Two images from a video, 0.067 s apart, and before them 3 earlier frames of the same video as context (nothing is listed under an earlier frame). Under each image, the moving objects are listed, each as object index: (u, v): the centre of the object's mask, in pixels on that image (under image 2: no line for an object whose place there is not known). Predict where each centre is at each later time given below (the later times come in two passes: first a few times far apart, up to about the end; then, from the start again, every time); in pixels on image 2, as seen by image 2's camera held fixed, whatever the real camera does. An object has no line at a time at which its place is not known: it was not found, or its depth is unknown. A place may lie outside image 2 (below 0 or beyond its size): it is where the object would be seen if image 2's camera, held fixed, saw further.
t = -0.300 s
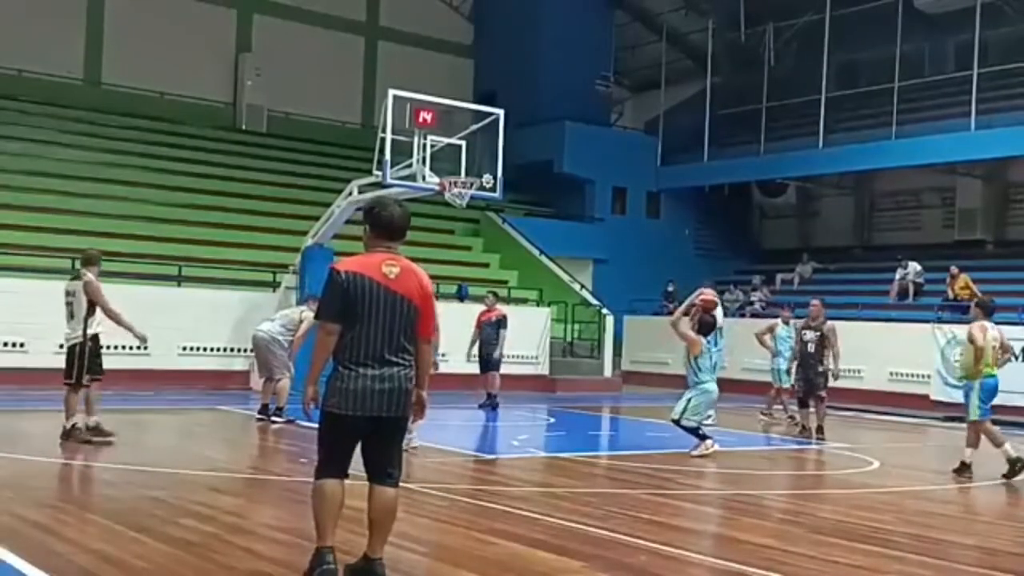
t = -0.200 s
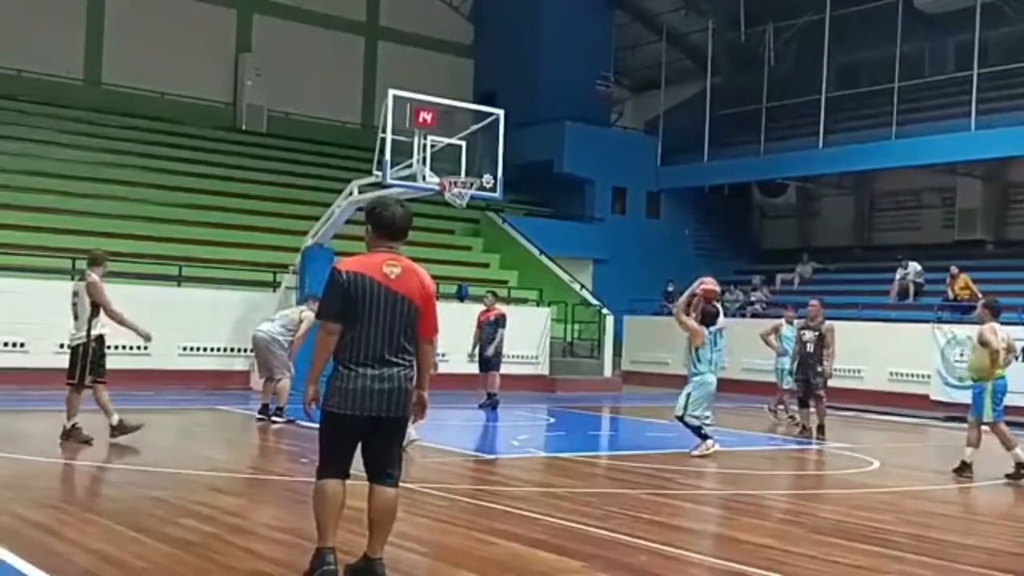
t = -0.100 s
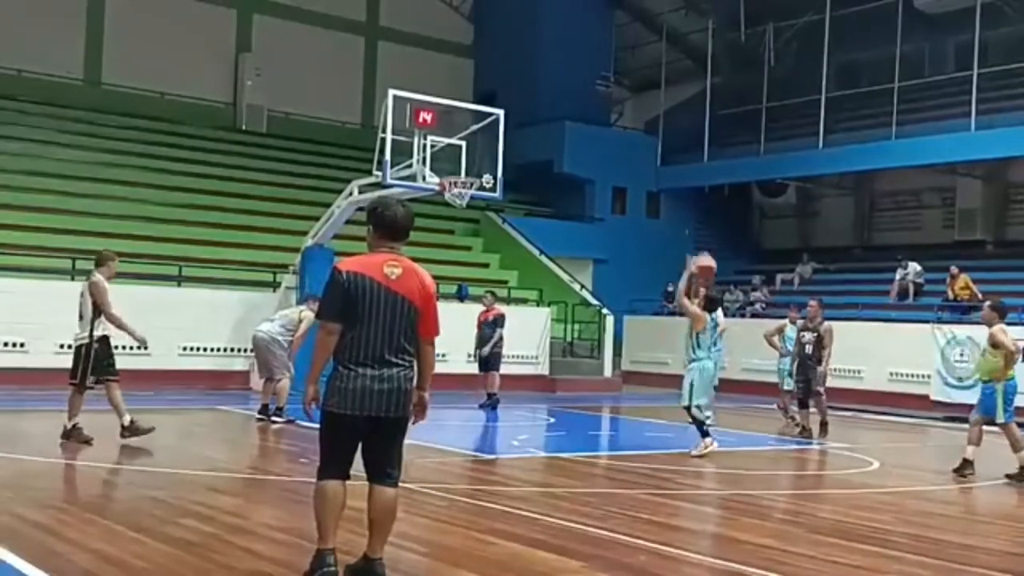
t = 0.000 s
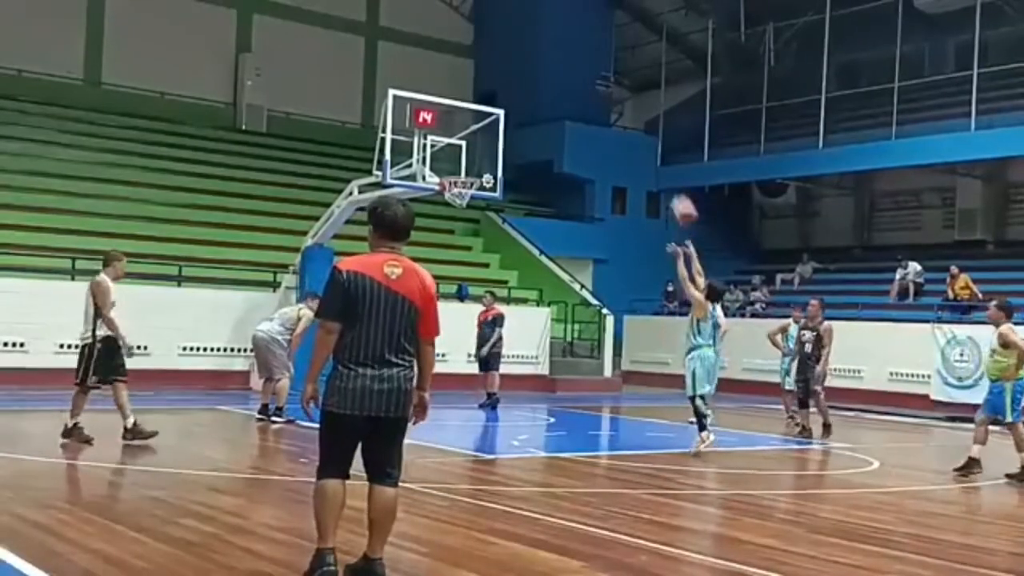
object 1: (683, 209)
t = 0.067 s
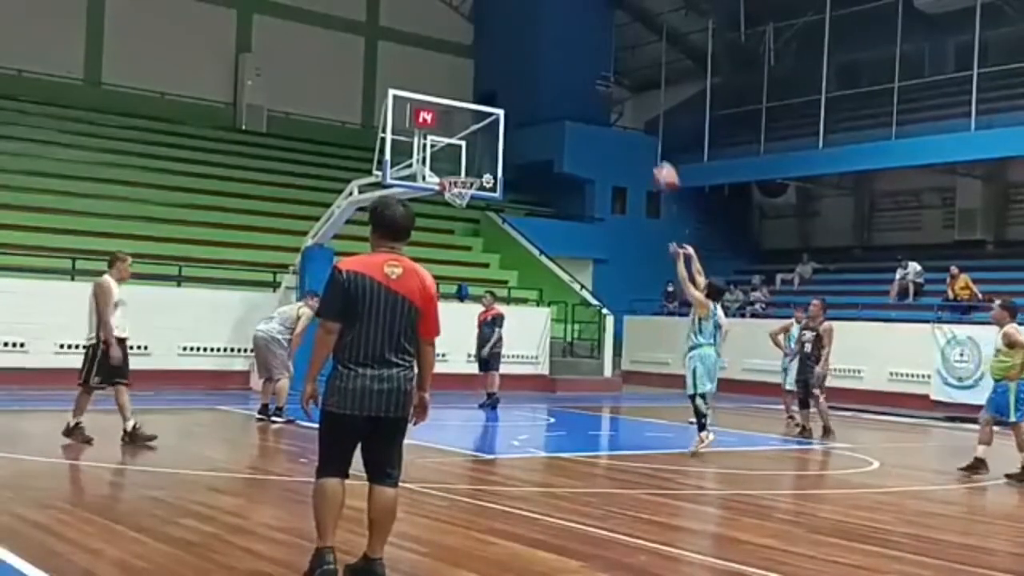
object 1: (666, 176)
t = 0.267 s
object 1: (618, 106)
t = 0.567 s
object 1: (553, 72)
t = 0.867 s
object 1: (496, 114)
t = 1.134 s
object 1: (456, 184)
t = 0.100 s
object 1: (658, 160)
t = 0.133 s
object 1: (650, 146)
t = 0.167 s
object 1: (642, 134)
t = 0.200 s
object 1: (634, 123)
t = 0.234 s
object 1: (625, 115)
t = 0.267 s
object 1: (618, 106)
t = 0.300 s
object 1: (609, 96)
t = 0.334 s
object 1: (602, 90)
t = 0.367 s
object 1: (595, 85)
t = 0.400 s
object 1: (588, 81)
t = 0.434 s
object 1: (582, 77)
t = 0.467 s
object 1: (575, 75)
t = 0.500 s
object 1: (568, 72)
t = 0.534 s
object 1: (560, 71)
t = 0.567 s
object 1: (553, 72)
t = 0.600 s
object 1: (547, 74)
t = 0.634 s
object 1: (540, 76)
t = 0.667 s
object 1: (534, 79)
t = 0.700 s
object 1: (527, 82)
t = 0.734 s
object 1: (521, 87)
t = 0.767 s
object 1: (515, 92)
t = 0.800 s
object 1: (509, 98)
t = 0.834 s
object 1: (502, 105)
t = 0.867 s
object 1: (496, 114)
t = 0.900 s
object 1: (490, 123)
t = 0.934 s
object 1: (484, 132)
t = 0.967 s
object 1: (477, 142)
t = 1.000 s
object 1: (472, 151)
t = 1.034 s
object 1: (465, 164)
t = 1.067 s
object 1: (461, 172)
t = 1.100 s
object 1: (456, 176)
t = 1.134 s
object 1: (456, 184)
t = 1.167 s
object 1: (458, 187)
